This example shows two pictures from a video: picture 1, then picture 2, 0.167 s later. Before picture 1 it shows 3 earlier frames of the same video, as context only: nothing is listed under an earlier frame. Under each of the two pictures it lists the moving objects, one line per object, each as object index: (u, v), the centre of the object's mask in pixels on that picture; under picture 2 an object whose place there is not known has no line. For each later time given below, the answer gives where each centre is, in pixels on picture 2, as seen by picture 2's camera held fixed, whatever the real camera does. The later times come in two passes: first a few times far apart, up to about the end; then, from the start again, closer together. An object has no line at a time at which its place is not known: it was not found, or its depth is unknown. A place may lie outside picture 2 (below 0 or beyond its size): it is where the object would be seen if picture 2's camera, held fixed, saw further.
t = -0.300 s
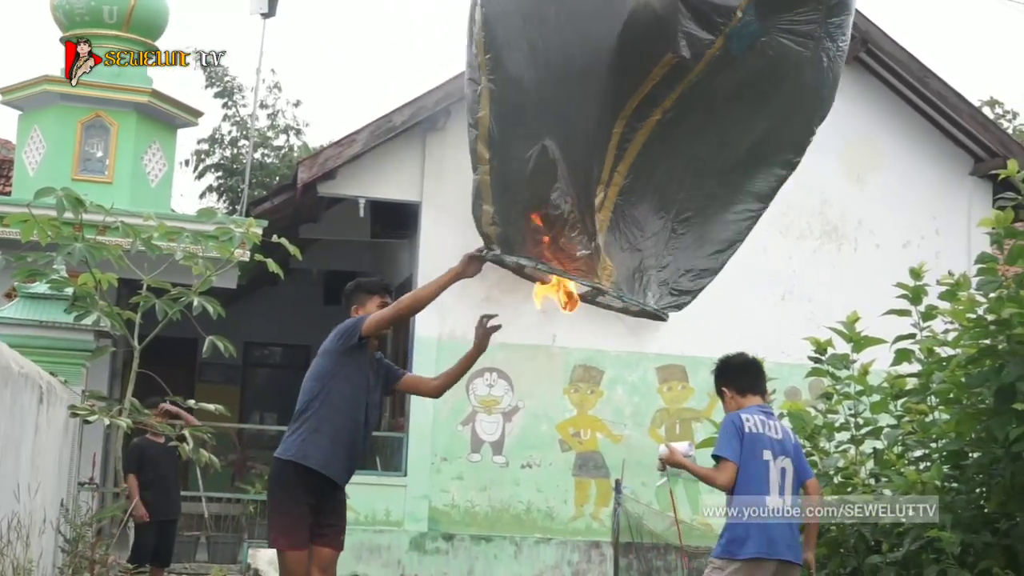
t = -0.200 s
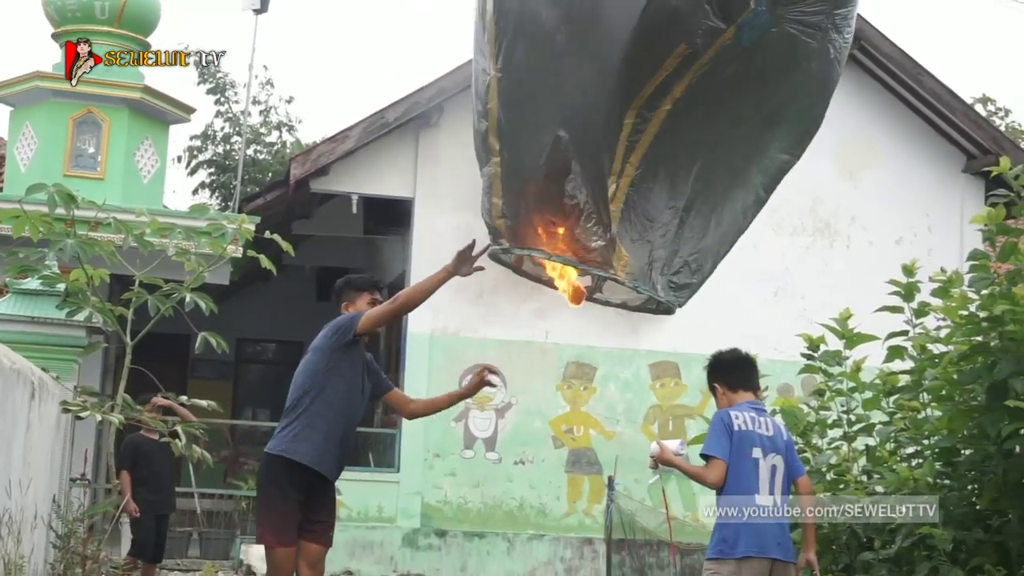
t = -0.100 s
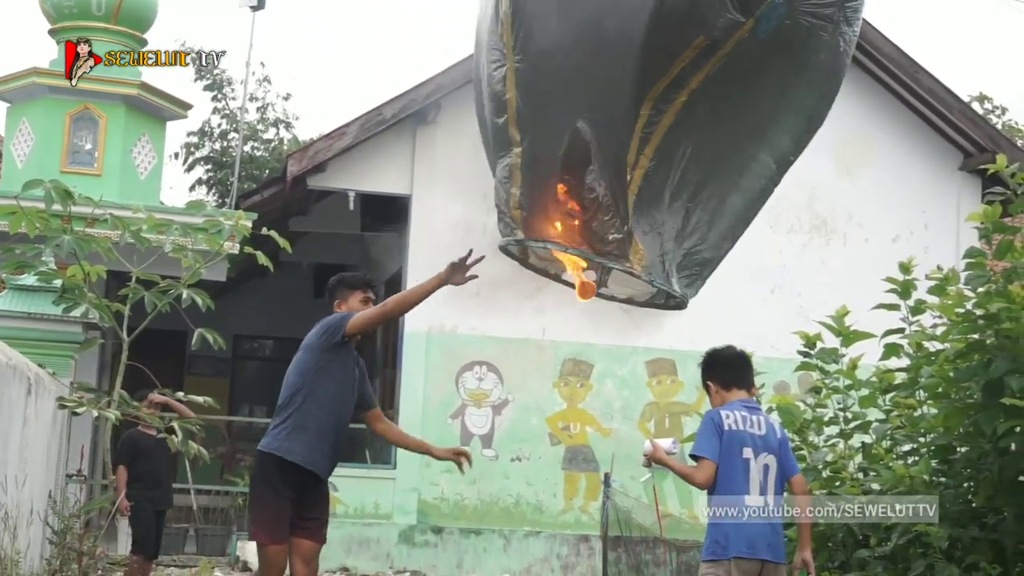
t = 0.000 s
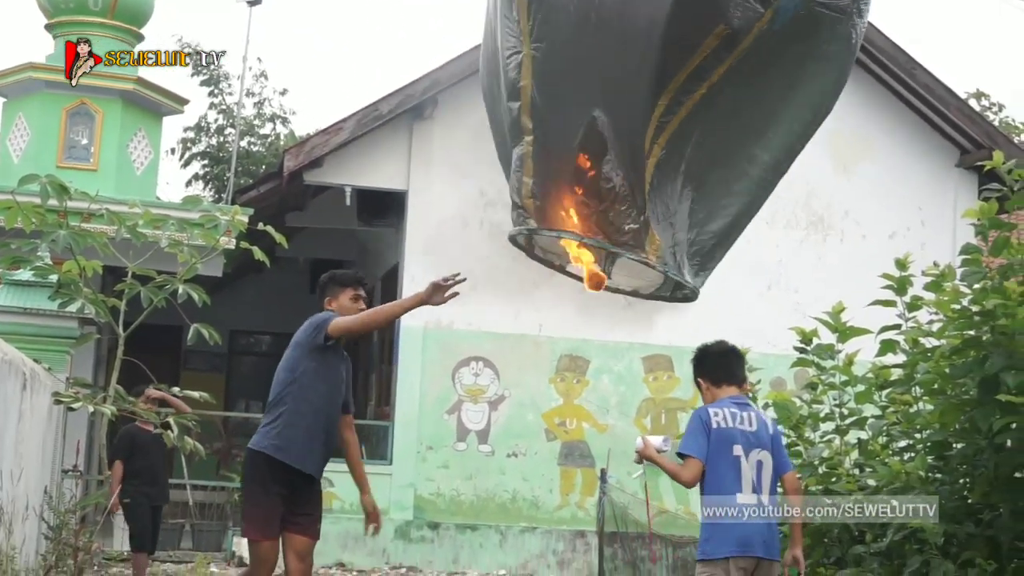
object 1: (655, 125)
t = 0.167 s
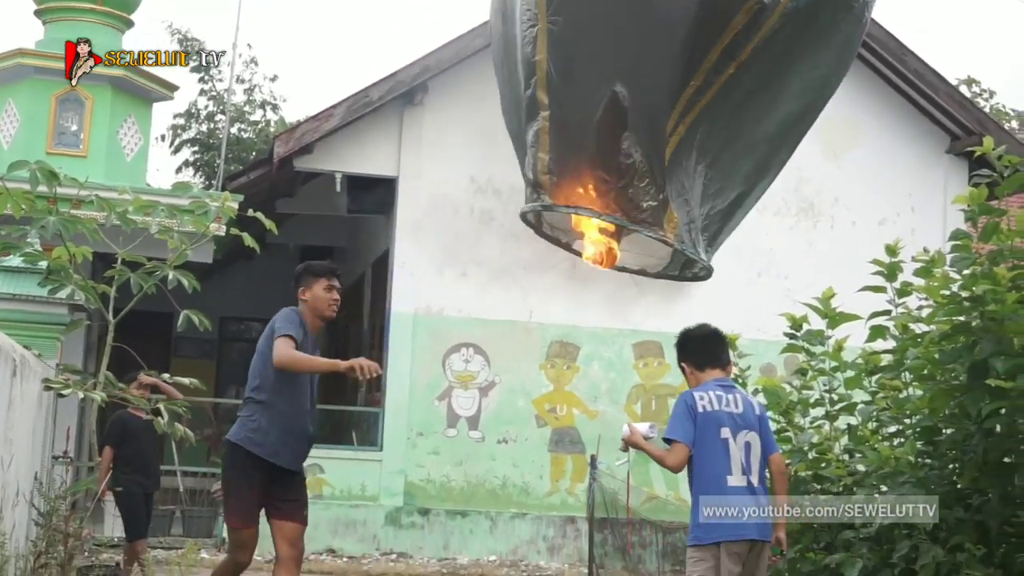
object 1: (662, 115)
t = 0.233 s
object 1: (671, 113)
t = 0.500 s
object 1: (701, 114)
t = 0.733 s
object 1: (731, 116)
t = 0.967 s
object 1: (770, 103)
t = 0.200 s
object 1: (667, 114)
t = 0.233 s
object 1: (671, 113)
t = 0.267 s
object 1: (672, 116)
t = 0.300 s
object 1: (677, 114)
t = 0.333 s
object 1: (680, 115)
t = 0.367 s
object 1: (685, 114)
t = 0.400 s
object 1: (689, 115)
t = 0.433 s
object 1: (693, 115)
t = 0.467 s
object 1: (697, 115)
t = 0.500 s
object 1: (701, 114)
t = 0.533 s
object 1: (706, 114)
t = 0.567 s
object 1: (710, 115)
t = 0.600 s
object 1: (714, 115)
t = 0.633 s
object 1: (718, 116)
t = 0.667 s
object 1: (723, 116)
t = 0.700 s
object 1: (727, 115)
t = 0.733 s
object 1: (731, 116)
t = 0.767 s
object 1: (734, 118)
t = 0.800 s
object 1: (741, 112)
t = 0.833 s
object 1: (746, 107)
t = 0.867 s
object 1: (745, 104)
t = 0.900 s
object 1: (753, 107)
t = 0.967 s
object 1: (770, 103)
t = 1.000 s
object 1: (771, 98)
